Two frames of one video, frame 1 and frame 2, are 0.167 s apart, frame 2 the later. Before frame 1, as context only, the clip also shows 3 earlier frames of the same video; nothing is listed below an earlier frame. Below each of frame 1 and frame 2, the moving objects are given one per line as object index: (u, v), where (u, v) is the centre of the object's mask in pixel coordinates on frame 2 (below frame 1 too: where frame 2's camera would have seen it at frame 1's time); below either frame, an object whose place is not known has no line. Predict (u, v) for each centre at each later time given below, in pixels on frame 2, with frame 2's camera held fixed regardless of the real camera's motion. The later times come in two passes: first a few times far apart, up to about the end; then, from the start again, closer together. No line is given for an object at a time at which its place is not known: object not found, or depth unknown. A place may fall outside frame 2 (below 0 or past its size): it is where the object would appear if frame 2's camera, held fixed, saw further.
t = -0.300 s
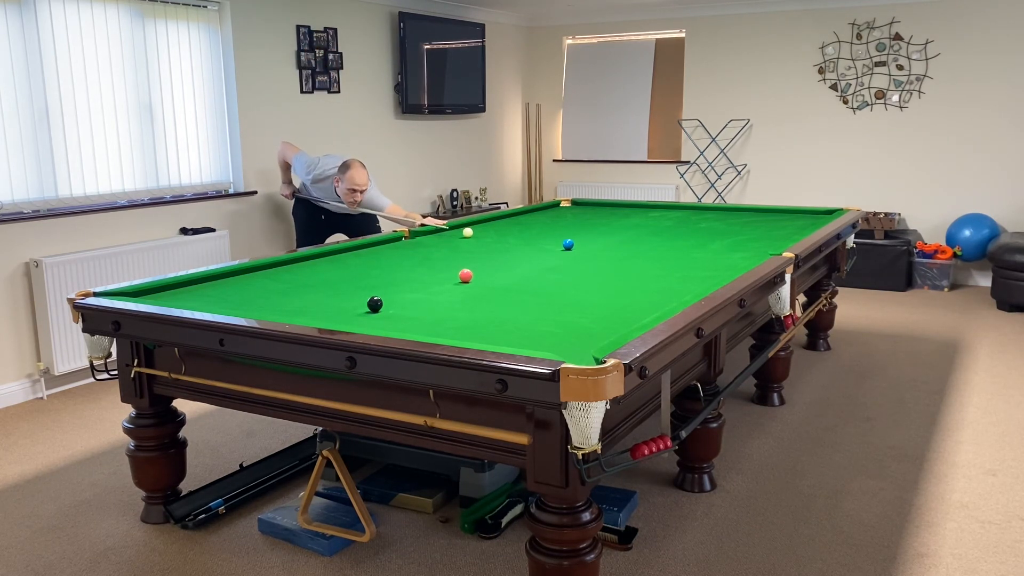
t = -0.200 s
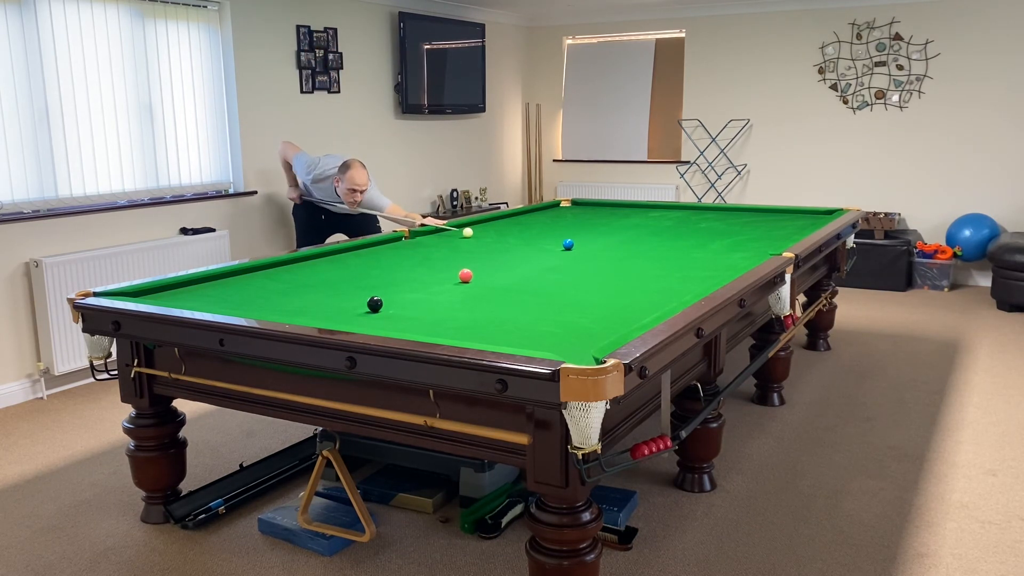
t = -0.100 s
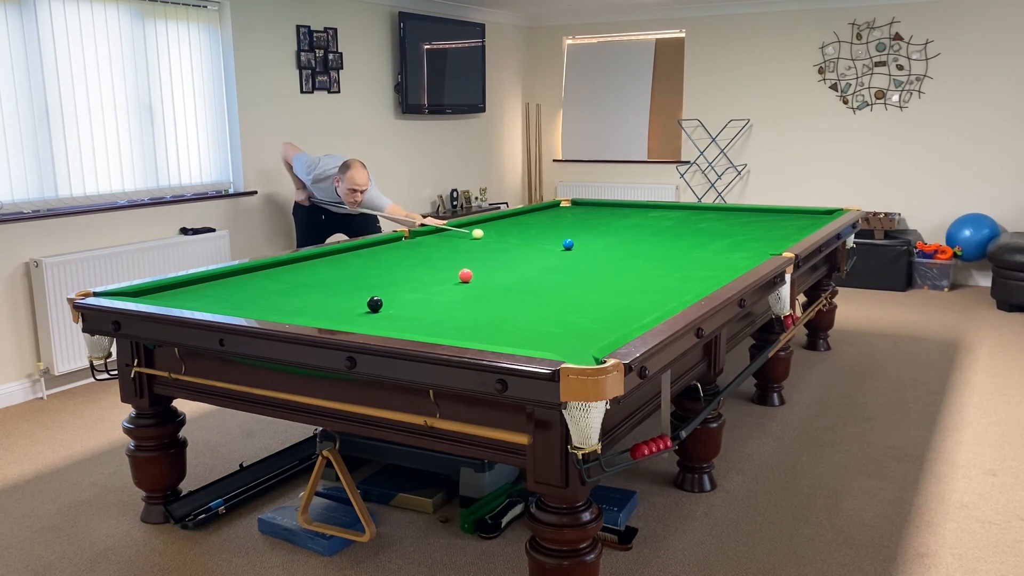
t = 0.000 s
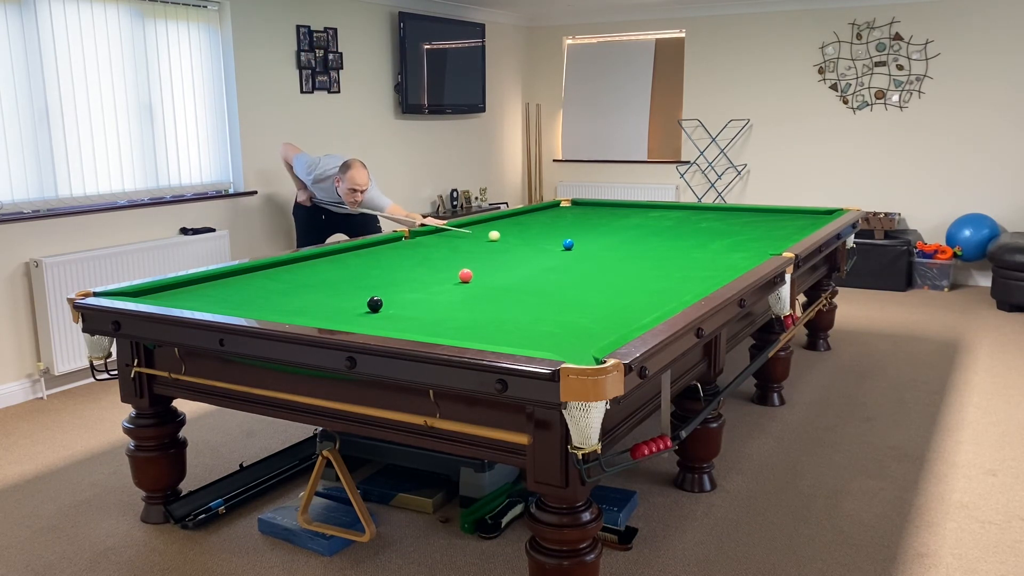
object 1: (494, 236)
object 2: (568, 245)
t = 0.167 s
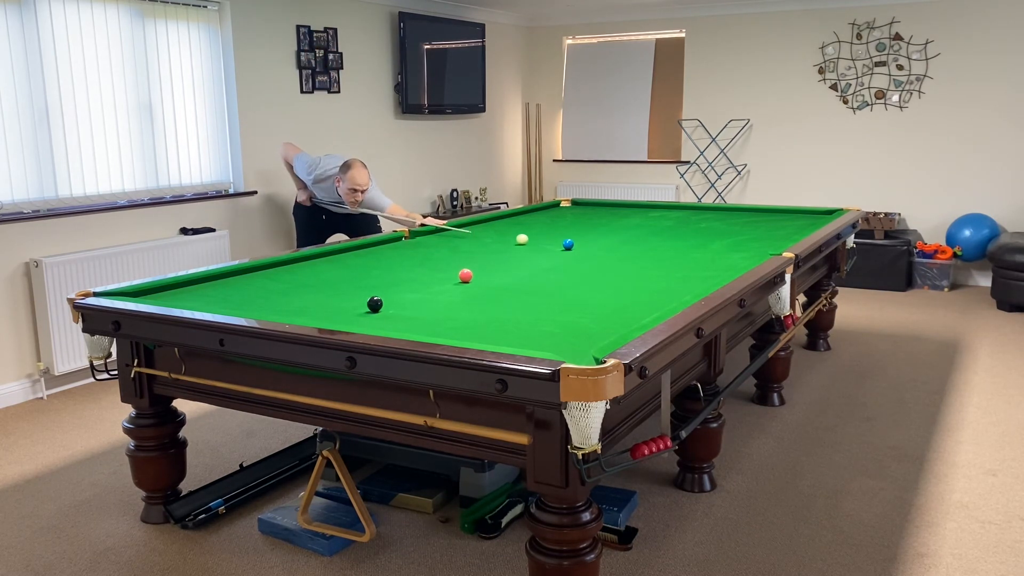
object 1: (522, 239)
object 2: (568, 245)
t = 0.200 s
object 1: (528, 240)
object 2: (567, 245)
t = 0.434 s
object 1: (557, 244)
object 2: (579, 245)
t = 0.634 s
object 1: (561, 246)
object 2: (607, 247)
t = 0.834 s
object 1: (566, 248)
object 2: (634, 249)
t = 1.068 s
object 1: (571, 251)
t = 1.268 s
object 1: (576, 253)
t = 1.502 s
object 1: (580, 255)
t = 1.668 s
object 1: (584, 257)
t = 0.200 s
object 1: (528, 240)
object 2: (567, 245)
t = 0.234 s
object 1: (533, 240)
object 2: (568, 245)
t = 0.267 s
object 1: (539, 241)
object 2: (568, 245)
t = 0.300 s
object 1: (545, 242)
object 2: (567, 245)
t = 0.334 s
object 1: (551, 243)
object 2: (567, 245)
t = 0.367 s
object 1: (556, 243)
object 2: (568, 245)
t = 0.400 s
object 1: (557, 243)
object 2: (574, 245)
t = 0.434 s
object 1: (557, 244)
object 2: (579, 245)
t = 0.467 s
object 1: (558, 244)
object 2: (585, 246)
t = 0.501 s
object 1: (558, 244)
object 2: (589, 246)
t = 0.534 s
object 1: (559, 245)
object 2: (594, 246)
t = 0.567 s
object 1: (560, 245)
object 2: (599, 246)
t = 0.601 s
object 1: (561, 246)
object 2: (603, 247)
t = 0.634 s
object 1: (561, 246)
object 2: (607, 247)
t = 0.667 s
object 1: (562, 246)
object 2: (612, 247)
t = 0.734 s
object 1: (564, 247)
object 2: (621, 248)
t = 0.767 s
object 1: (565, 248)
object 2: (625, 248)
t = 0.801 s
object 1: (565, 248)
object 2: (630, 249)
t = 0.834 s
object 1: (566, 248)
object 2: (634, 249)
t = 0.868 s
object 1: (567, 249)
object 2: (639, 249)
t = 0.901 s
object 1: (567, 249)
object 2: (643, 249)
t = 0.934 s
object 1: (568, 250)
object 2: (648, 250)
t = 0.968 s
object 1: (569, 250)
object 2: (652, 250)
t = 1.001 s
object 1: (570, 250)
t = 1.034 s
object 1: (571, 250)
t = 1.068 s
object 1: (571, 251)
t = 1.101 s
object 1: (572, 251)
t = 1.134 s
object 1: (573, 251)
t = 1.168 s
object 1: (573, 252)
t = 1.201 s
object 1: (574, 252)
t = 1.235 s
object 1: (575, 253)
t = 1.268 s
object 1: (576, 253)
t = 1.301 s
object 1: (576, 254)
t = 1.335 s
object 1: (577, 254)
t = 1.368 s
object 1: (578, 254)
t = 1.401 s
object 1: (578, 255)
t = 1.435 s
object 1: (579, 255)
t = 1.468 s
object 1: (580, 255)
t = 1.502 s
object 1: (580, 255)
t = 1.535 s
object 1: (581, 256)
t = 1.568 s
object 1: (582, 256)
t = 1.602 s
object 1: (582, 256)
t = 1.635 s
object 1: (583, 257)
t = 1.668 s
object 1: (584, 257)
